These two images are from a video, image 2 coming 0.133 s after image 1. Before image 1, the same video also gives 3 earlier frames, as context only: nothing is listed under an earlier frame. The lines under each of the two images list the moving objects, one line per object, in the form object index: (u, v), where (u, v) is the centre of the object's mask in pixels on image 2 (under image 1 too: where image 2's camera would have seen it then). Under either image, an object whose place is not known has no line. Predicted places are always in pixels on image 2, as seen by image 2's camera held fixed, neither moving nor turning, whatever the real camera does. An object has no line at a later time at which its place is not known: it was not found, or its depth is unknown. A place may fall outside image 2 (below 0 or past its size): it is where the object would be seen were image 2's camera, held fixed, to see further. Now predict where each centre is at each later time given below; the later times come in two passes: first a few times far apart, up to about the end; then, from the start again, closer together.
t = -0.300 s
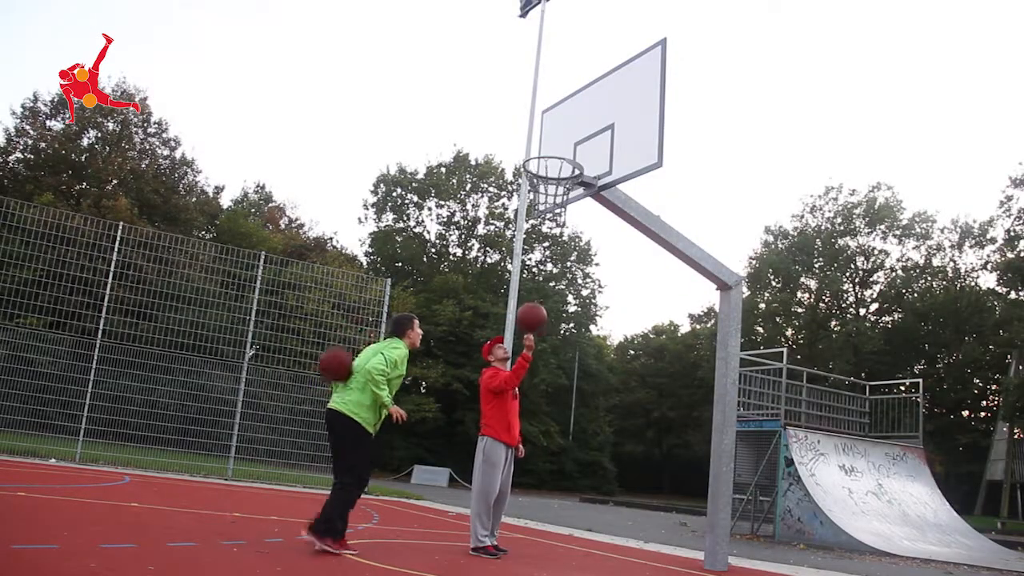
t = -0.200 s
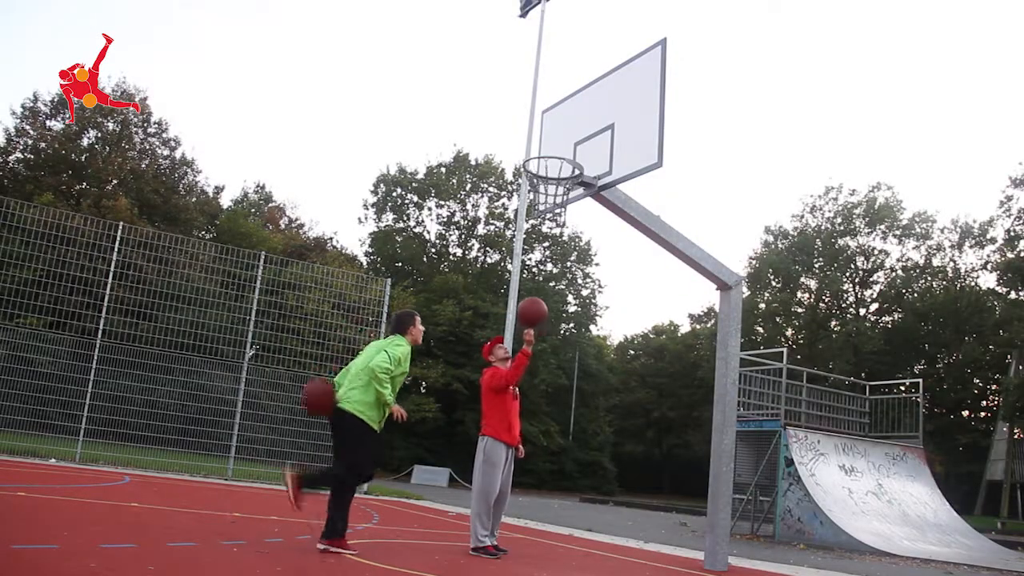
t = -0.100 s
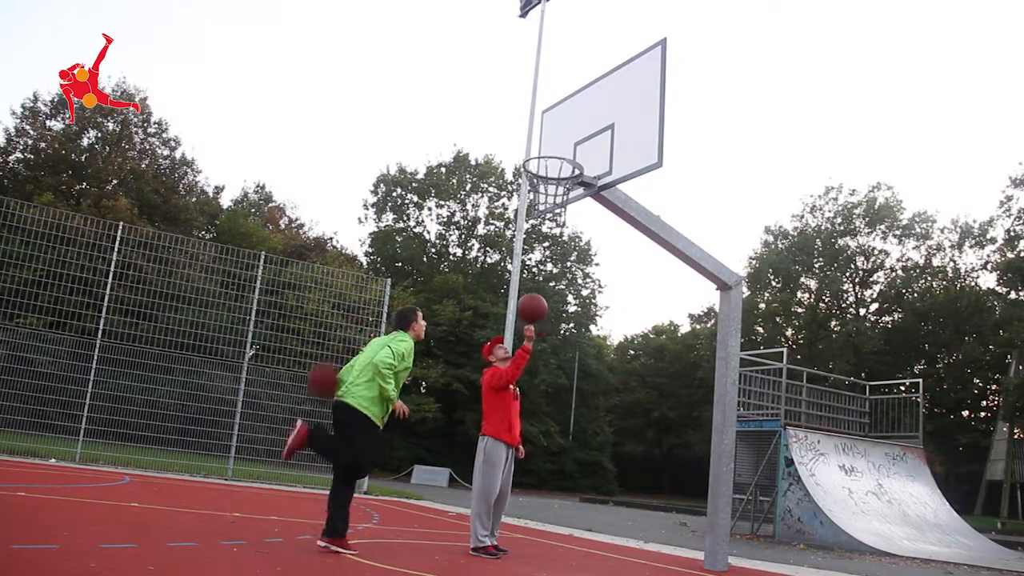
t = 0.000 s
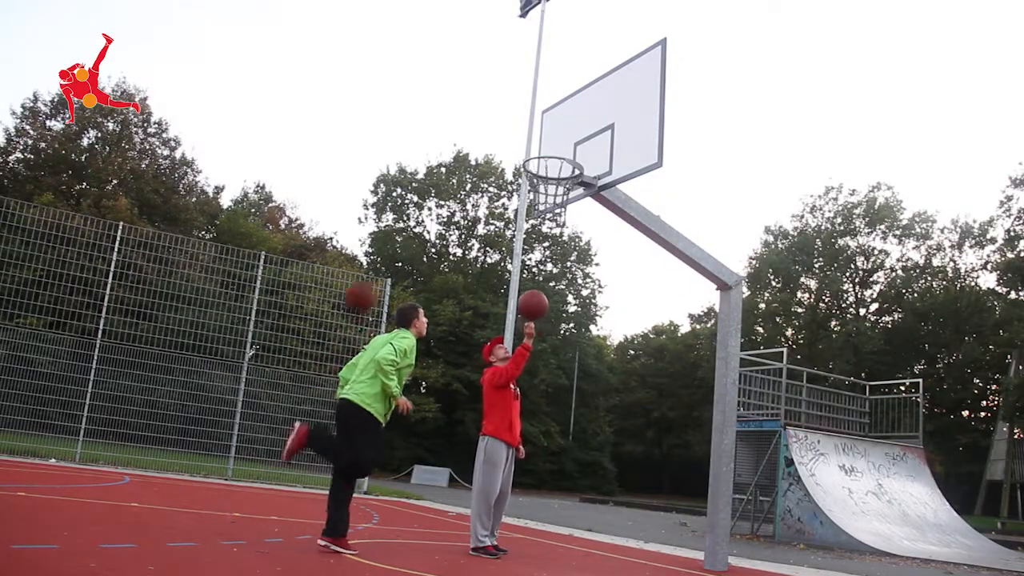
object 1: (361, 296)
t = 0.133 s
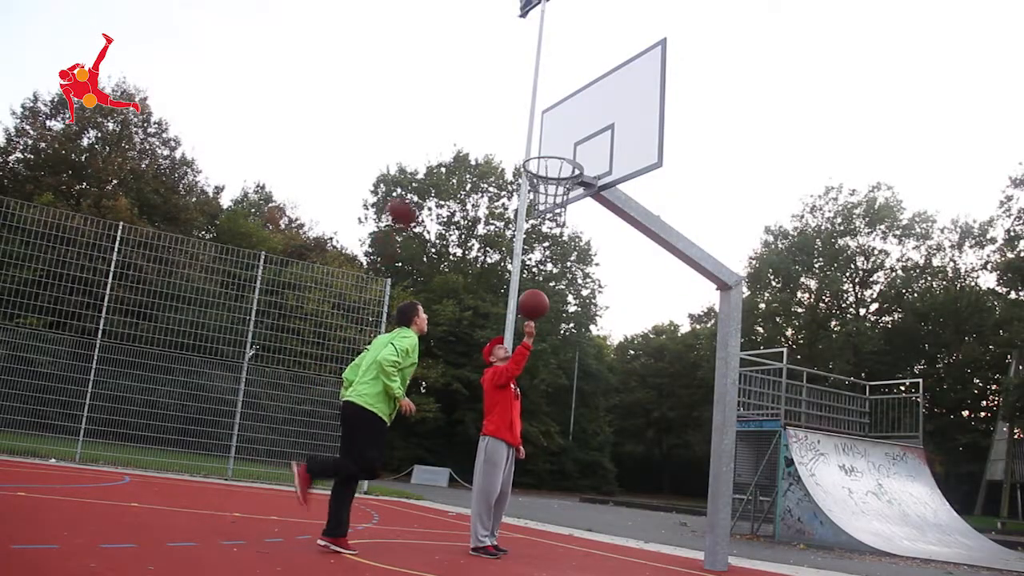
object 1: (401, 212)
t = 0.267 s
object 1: (440, 156)
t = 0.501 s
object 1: (496, 113)
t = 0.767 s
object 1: (549, 143)
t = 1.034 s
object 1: (555, 187)
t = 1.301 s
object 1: (546, 203)
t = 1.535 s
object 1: (543, 239)
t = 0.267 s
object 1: (440, 156)
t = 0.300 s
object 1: (449, 146)
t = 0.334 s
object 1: (457, 137)
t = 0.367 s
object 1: (465, 129)
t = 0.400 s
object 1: (473, 123)
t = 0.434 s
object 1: (481, 119)
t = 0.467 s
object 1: (489, 115)
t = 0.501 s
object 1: (496, 113)
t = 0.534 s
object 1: (503, 113)
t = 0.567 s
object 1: (510, 113)
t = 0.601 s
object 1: (517, 115)
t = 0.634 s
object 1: (524, 119)
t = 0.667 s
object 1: (530, 123)
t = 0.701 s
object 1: (537, 129)
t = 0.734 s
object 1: (543, 136)
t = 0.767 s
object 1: (549, 143)
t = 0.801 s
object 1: (554, 153)
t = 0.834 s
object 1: (559, 163)
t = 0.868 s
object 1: (562, 173)
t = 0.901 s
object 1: (562, 178)
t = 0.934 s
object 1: (562, 182)
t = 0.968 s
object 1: (559, 184)
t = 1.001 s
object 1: (557, 186)
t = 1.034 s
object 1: (555, 187)
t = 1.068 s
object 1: (552, 188)
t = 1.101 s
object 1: (550, 190)
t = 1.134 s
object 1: (548, 191)
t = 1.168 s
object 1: (547, 193)
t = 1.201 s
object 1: (547, 195)
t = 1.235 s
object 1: (547, 196)
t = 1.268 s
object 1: (547, 200)
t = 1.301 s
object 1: (546, 203)
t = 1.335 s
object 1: (546, 206)
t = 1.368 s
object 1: (547, 209)
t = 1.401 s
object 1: (547, 213)
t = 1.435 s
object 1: (545, 217)
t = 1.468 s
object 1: (545, 223)
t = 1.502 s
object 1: (544, 230)
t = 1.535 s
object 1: (543, 239)
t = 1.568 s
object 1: (544, 249)
